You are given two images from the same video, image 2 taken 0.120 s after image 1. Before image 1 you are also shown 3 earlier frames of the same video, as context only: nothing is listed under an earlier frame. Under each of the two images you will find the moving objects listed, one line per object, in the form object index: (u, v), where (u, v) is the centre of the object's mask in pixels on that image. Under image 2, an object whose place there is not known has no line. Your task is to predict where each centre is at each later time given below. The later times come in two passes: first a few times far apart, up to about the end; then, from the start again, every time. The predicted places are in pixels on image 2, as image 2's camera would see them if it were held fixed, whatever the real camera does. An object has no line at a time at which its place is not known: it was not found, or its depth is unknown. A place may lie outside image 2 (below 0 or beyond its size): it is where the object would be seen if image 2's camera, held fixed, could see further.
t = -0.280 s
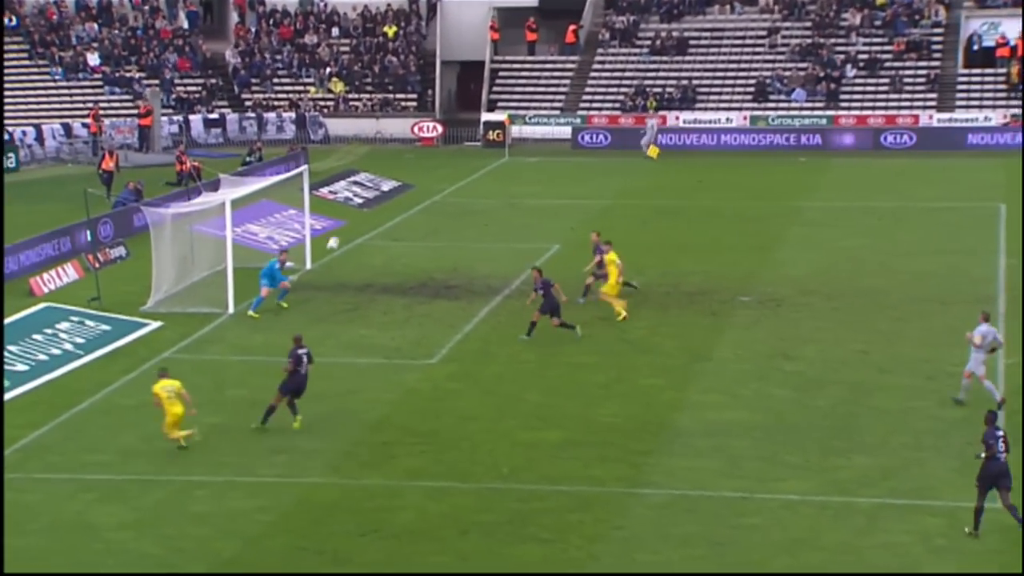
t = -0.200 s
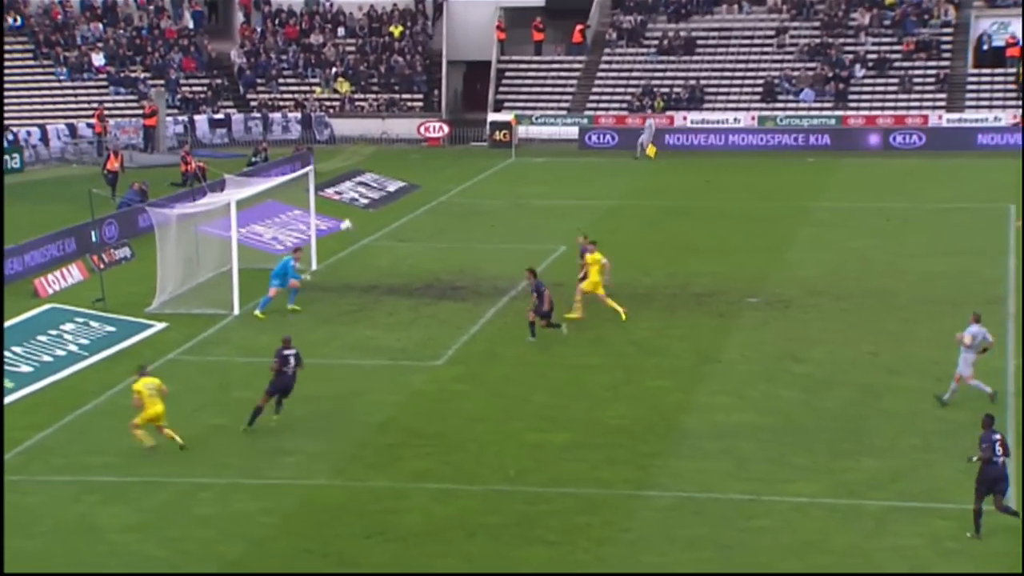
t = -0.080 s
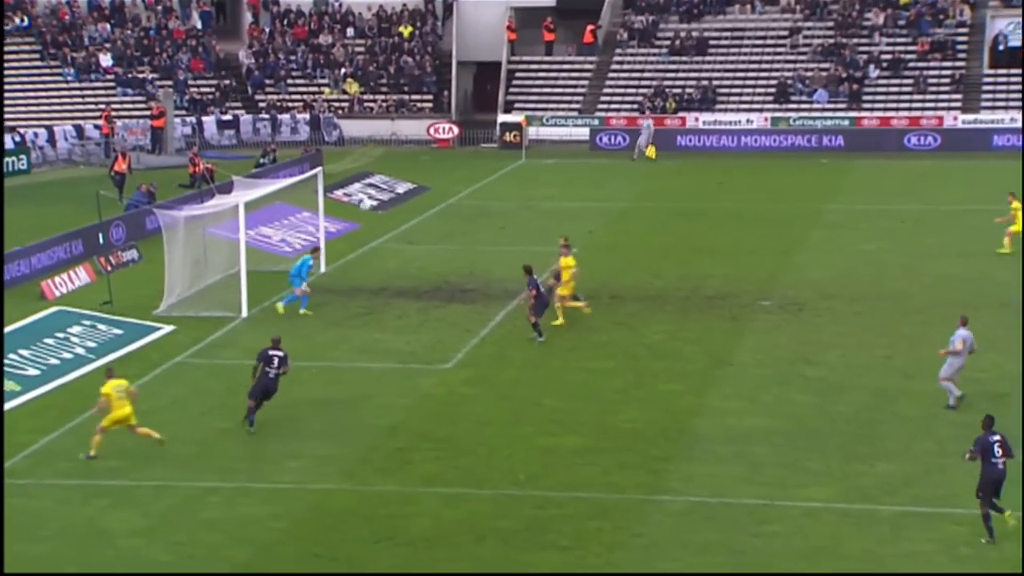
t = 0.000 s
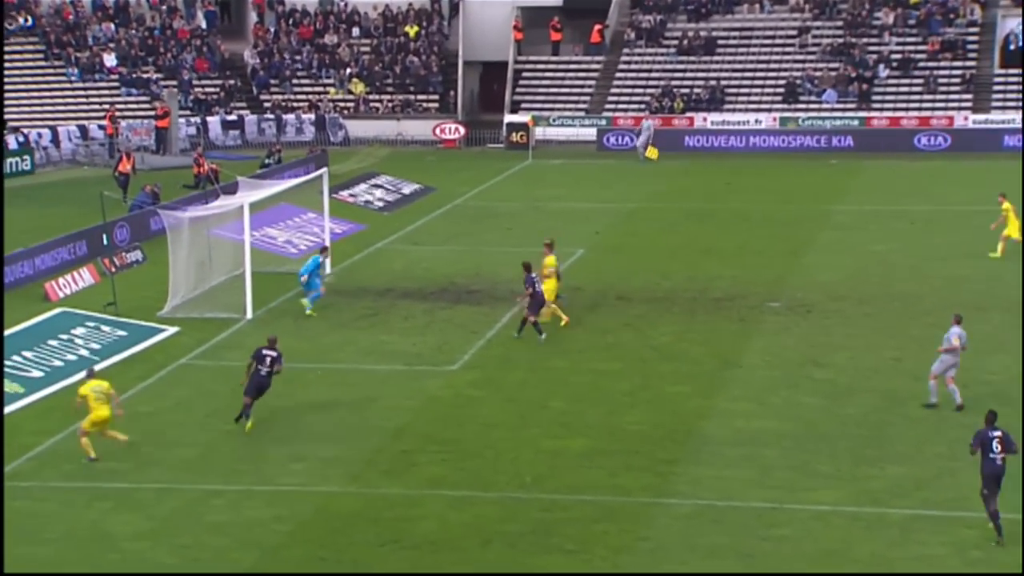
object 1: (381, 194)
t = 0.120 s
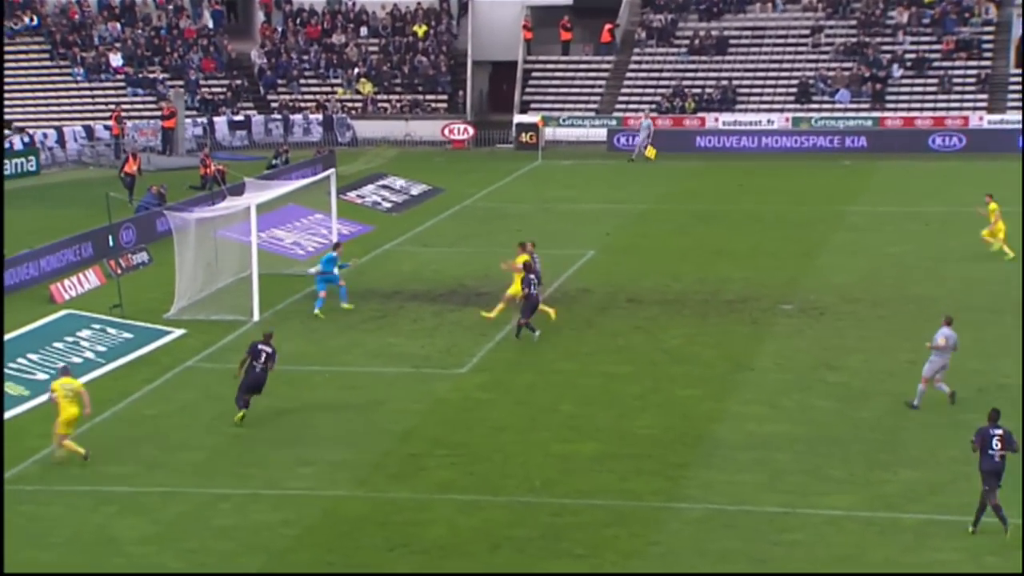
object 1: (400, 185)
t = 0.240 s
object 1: (413, 180)
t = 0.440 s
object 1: (435, 183)
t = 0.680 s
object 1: (465, 206)
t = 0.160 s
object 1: (405, 182)
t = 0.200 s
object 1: (408, 180)
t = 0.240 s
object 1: (413, 180)
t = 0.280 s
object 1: (418, 180)
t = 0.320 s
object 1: (422, 179)
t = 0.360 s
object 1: (426, 180)
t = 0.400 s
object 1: (431, 181)
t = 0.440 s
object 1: (435, 183)
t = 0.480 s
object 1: (440, 186)
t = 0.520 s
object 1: (445, 189)
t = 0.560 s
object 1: (450, 193)
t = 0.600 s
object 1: (455, 197)
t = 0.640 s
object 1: (460, 201)
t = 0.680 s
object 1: (465, 206)
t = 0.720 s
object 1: (469, 211)
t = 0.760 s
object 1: (475, 217)
